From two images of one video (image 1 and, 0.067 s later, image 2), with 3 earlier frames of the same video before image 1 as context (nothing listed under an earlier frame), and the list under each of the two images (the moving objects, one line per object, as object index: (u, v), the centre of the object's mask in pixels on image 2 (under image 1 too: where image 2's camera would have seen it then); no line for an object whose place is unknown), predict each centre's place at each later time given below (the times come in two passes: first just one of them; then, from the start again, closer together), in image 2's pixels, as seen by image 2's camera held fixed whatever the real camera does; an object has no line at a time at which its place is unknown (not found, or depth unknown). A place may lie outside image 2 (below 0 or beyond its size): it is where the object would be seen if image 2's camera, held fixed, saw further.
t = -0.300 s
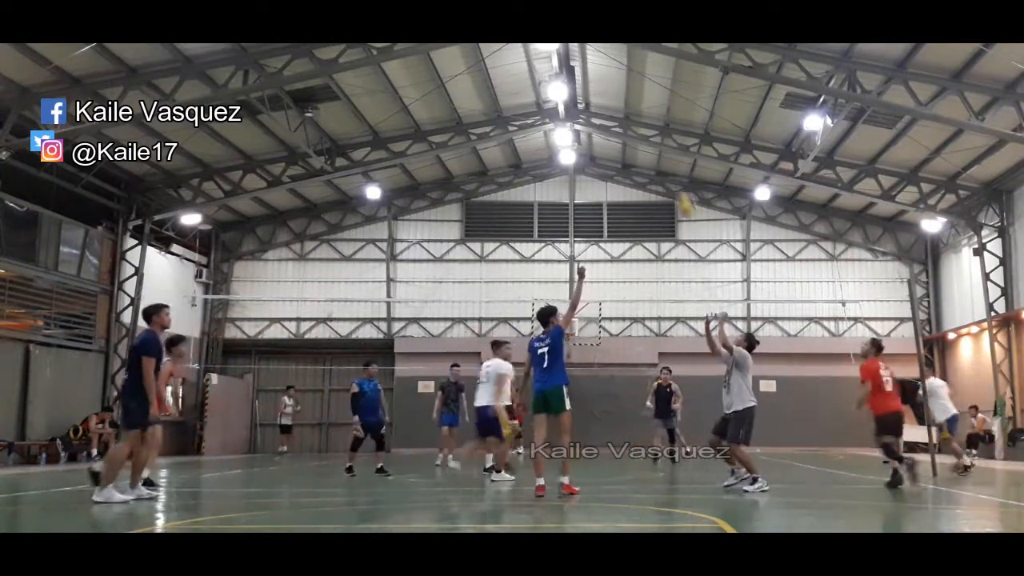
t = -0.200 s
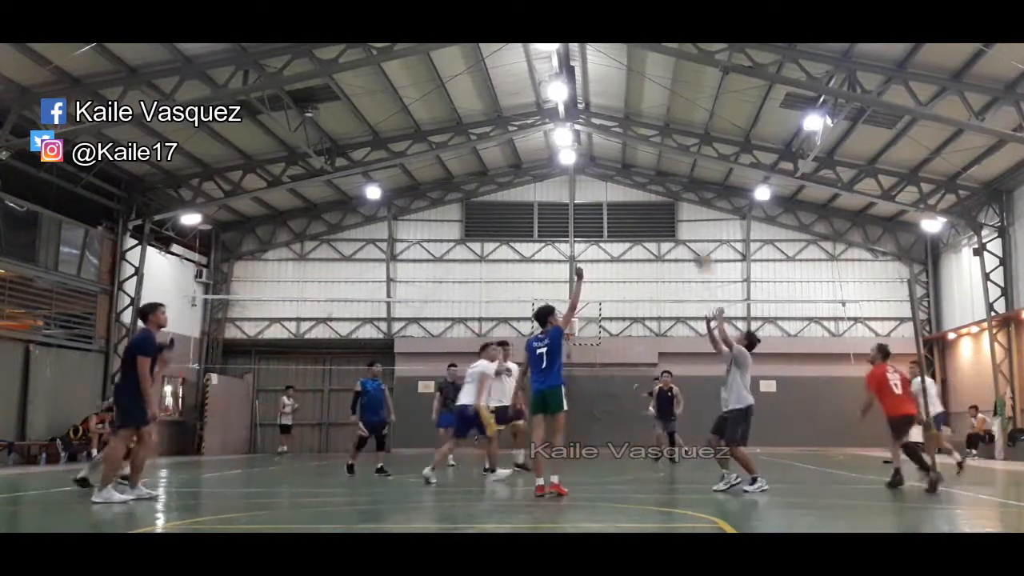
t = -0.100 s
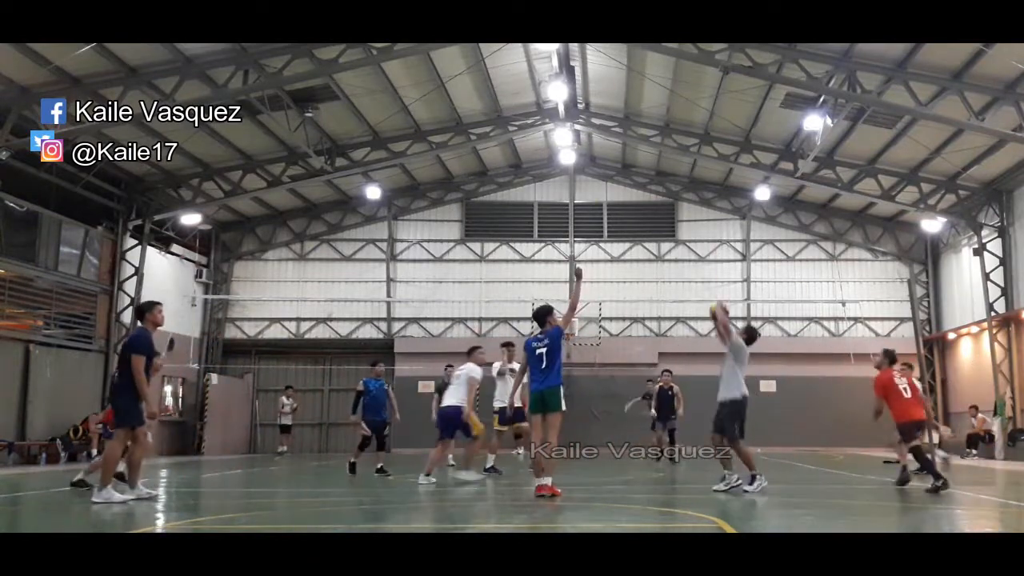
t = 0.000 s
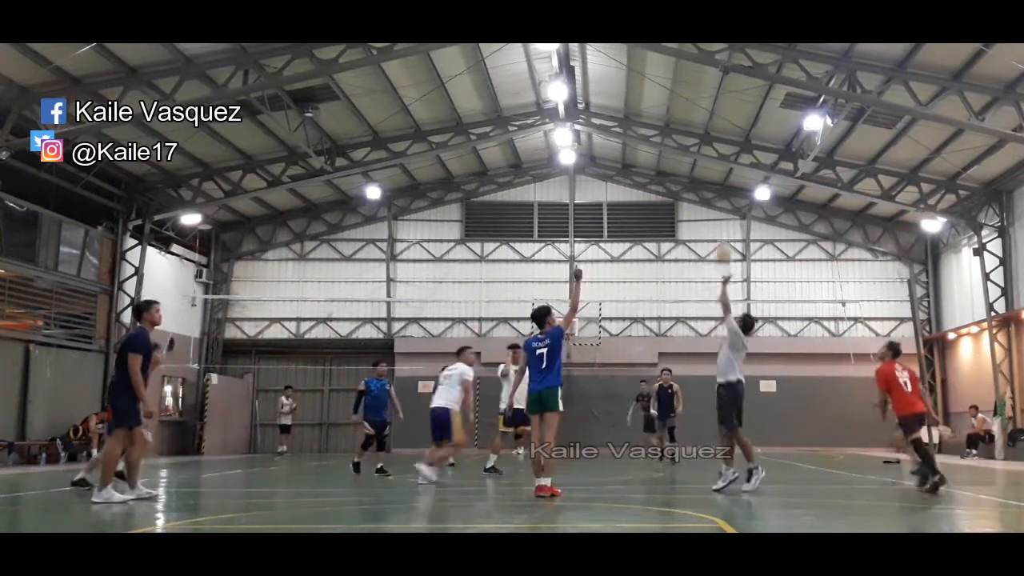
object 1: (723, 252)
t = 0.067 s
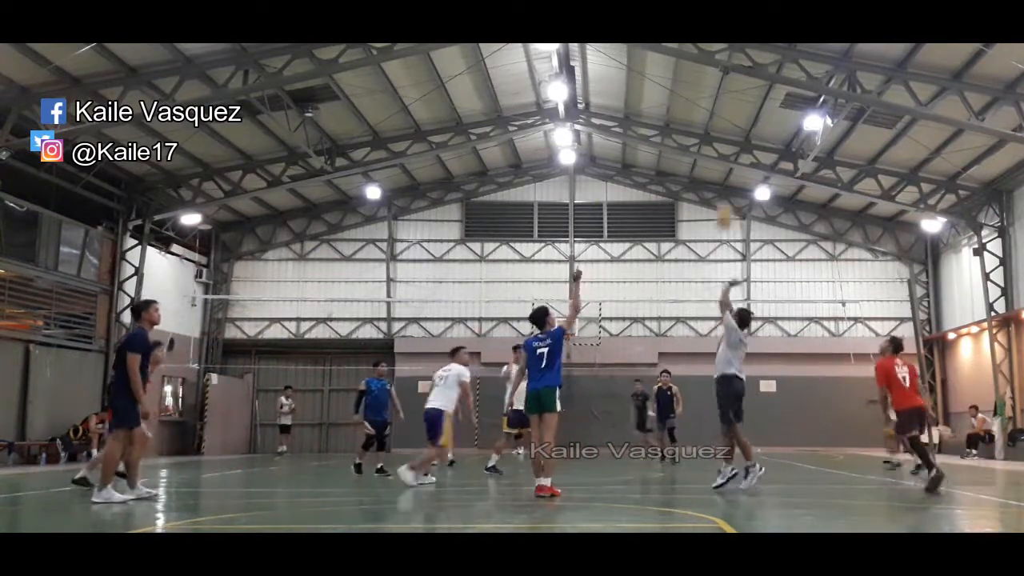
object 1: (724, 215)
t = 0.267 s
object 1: (731, 138)
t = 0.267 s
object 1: (731, 138)
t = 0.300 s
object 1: (732, 130)
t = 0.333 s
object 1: (733, 122)
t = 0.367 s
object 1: (733, 116)
